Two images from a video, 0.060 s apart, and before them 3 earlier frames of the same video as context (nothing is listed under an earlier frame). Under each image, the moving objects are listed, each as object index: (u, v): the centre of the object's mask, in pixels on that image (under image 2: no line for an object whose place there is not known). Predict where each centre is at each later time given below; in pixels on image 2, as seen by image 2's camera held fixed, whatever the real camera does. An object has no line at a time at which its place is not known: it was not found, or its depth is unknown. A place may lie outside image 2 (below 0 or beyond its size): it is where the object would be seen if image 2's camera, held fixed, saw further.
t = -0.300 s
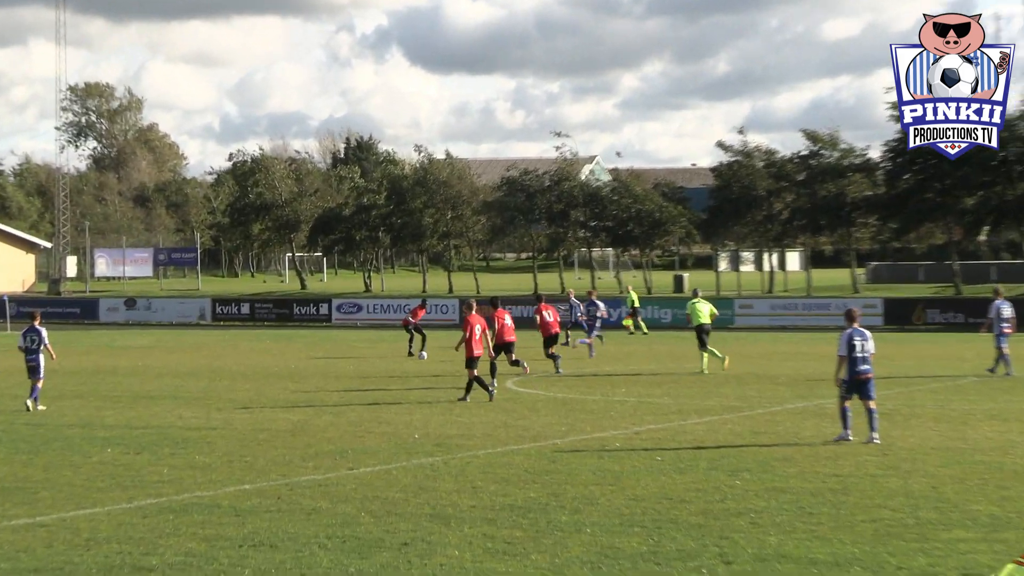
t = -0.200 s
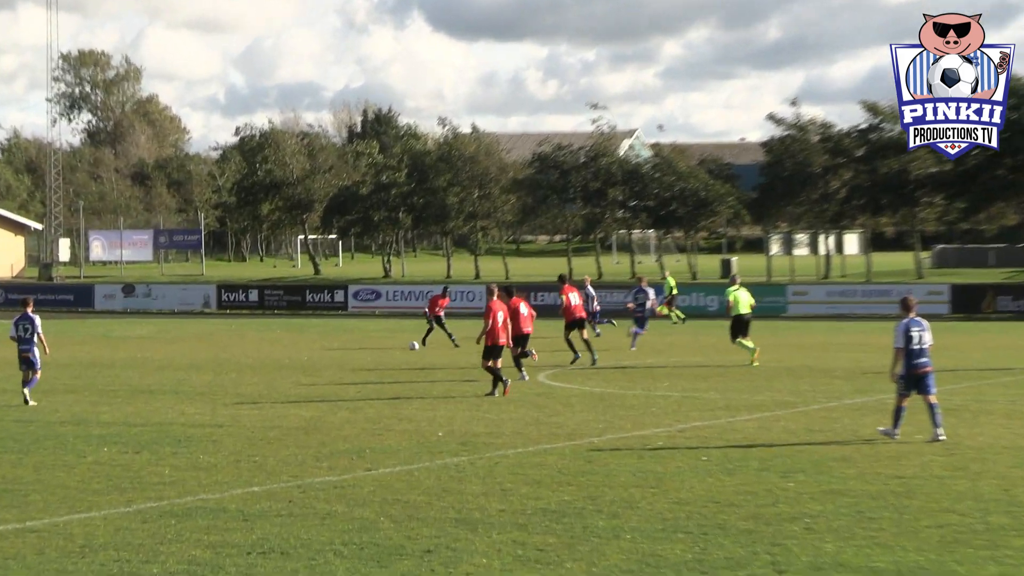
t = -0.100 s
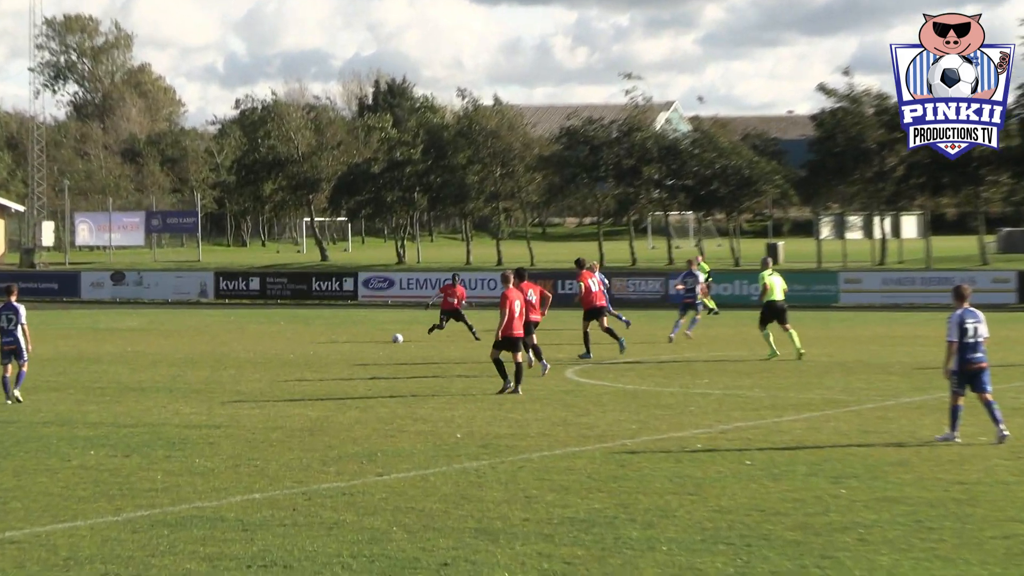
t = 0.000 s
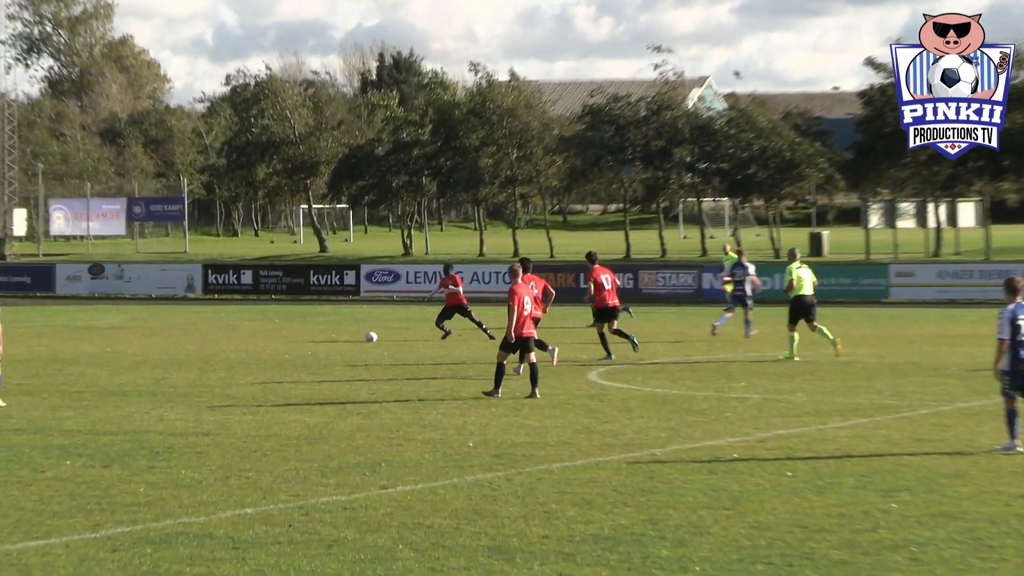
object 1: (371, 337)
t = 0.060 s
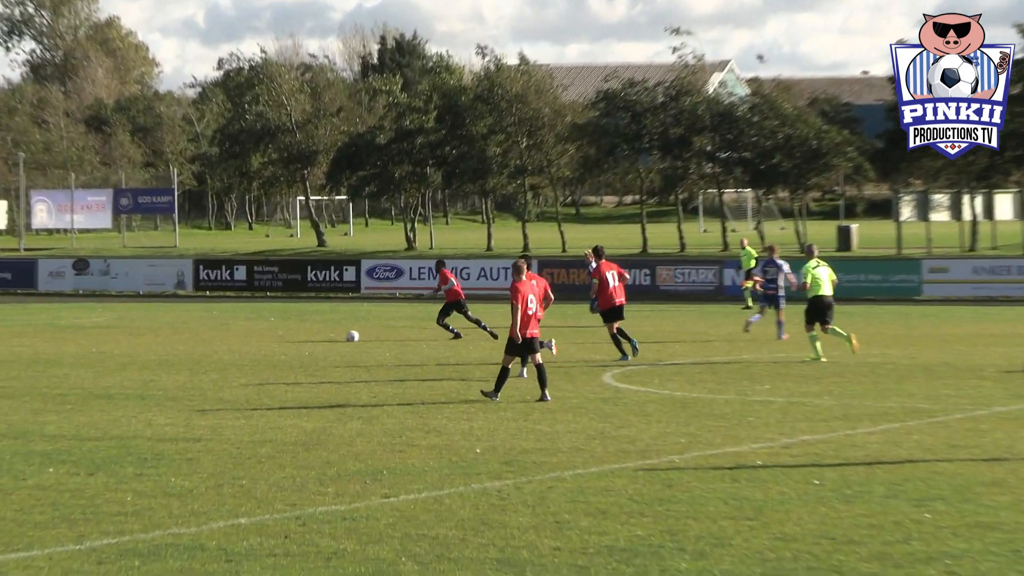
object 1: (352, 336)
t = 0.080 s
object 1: (345, 337)
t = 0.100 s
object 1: (339, 337)
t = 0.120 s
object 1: (332, 338)
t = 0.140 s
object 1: (326, 339)
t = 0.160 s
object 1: (320, 340)
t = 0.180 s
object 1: (314, 340)
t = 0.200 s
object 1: (309, 342)
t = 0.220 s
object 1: (303, 343)
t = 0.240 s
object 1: (298, 343)
